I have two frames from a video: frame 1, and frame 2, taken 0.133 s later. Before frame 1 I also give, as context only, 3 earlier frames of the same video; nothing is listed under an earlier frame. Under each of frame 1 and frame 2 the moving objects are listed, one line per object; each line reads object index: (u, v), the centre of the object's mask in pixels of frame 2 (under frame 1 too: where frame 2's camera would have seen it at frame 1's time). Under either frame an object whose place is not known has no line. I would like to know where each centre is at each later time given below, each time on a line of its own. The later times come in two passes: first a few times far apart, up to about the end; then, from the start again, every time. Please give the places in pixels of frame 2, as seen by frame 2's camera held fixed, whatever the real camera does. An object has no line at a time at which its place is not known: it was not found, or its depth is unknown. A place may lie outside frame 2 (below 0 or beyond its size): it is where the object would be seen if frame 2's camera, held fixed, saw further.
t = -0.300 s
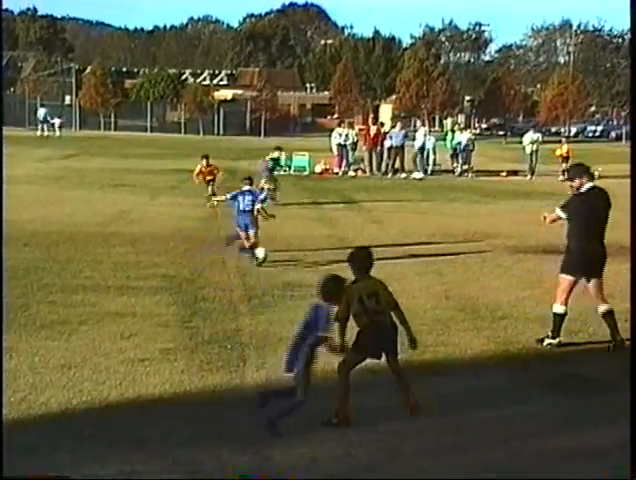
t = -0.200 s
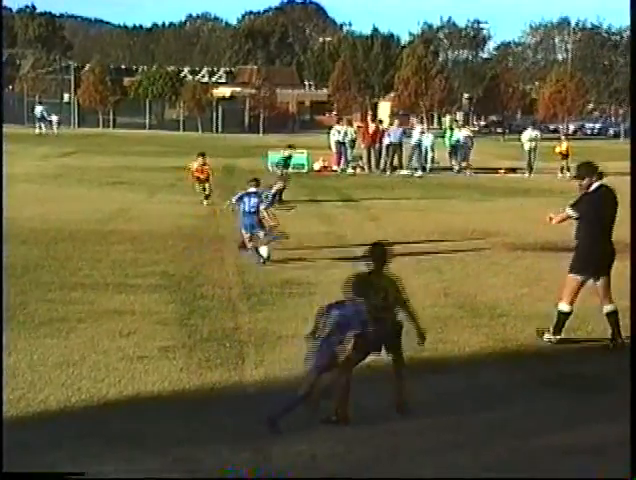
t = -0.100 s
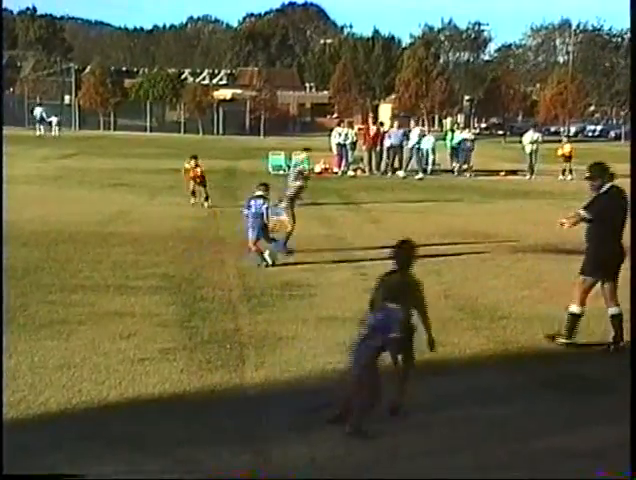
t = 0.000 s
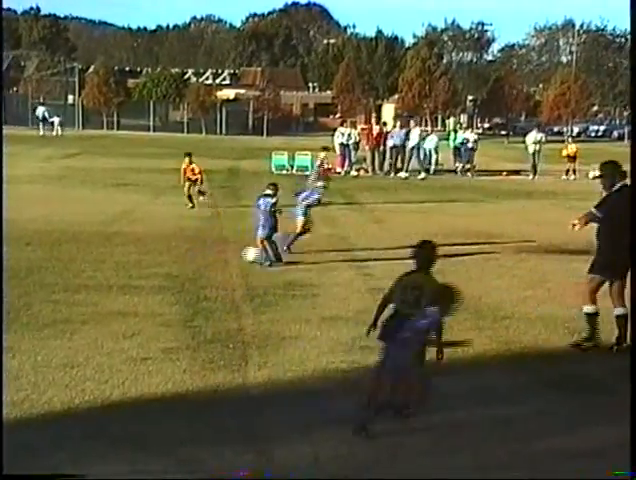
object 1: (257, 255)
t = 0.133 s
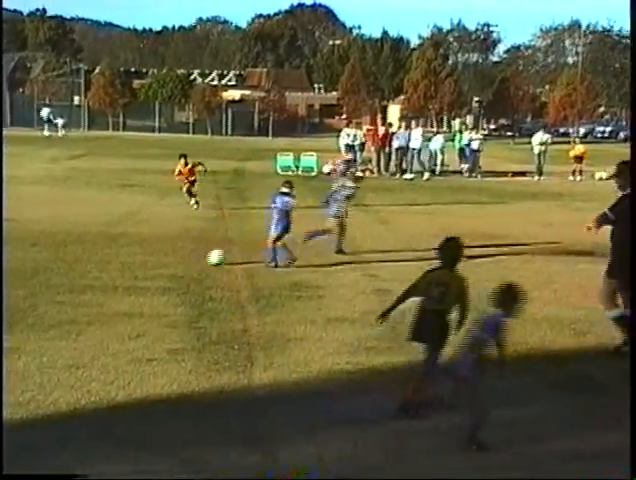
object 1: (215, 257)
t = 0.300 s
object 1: (174, 256)
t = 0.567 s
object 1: (114, 254)
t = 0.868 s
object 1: (49, 253)
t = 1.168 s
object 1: (-15, 253)
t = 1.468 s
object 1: (-78, 252)
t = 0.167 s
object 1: (206, 256)
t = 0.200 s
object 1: (199, 255)
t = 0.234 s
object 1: (191, 254)
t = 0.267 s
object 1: (182, 254)
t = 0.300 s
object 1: (174, 256)
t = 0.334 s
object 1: (167, 255)
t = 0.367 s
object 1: (159, 254)
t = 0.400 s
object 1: (151, 254)
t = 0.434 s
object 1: (144, 254)
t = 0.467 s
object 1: (136, 255)
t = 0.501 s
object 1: (129, 255)
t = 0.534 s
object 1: (121, 254)
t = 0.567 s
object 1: (114, 254)
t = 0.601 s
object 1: (106, 255)
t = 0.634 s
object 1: (99, 254)
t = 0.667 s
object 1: (92, 253)
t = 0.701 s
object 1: (84, 253)
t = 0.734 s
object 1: (78, 254)
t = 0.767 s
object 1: (70, 254)
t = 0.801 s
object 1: (63, 254)
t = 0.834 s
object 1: (56, 253)
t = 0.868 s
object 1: (49, 253)
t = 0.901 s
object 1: (42, 254)
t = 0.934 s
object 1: (35, 253)
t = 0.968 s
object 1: (28, 253)
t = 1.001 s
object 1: (20, 253)
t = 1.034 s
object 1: (13, 253)
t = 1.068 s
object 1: (6, 253)
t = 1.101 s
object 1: (-1, 253)
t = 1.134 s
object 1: (-8, 253)
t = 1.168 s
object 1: (-15, 253)
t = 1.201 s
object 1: (-23, 252)
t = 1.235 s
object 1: (-29, 253)
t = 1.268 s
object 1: (-35, 252)
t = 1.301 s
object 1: (-43, 252)
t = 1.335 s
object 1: (-50, 253)
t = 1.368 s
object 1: (-57, 252)
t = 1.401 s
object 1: (-64, 252)
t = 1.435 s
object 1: (-71, 252)
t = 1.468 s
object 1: (-78, 252)
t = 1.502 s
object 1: (-85, 252)
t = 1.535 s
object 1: (-92, 252)
